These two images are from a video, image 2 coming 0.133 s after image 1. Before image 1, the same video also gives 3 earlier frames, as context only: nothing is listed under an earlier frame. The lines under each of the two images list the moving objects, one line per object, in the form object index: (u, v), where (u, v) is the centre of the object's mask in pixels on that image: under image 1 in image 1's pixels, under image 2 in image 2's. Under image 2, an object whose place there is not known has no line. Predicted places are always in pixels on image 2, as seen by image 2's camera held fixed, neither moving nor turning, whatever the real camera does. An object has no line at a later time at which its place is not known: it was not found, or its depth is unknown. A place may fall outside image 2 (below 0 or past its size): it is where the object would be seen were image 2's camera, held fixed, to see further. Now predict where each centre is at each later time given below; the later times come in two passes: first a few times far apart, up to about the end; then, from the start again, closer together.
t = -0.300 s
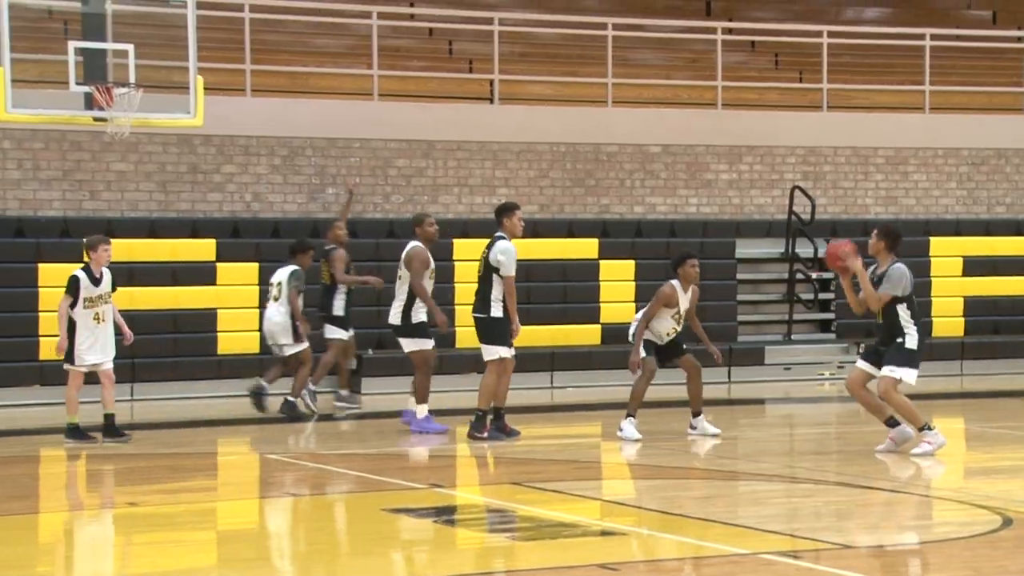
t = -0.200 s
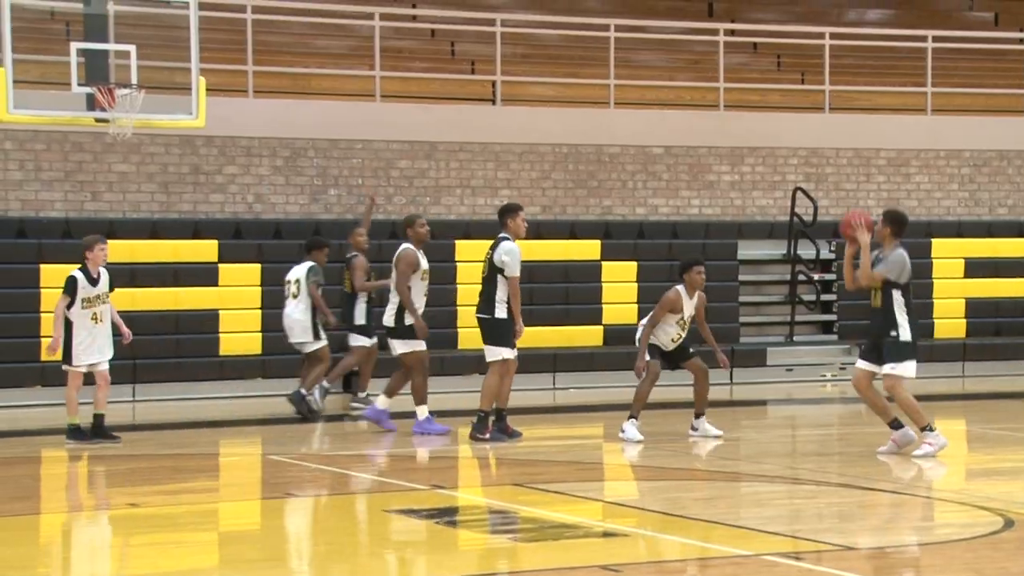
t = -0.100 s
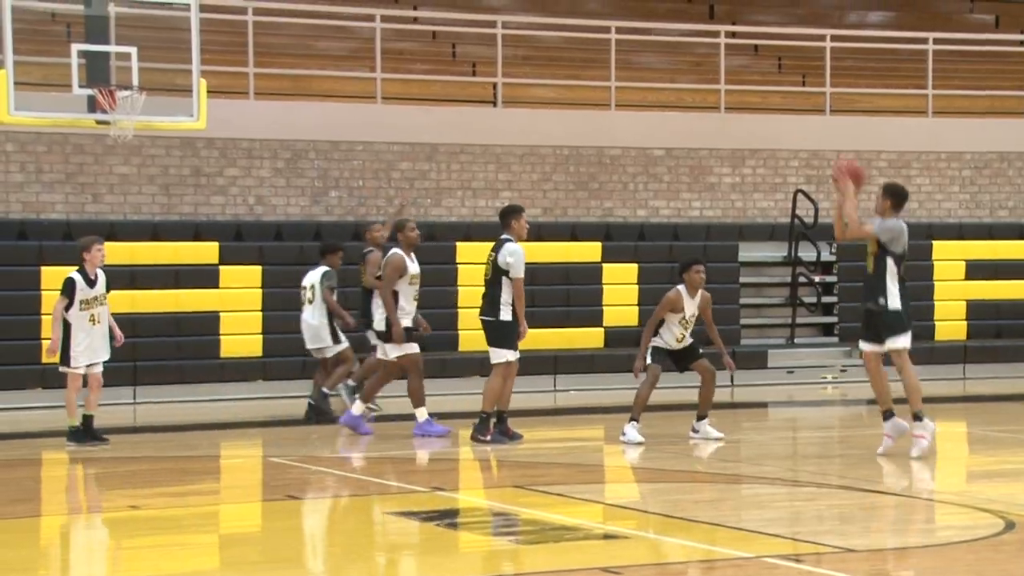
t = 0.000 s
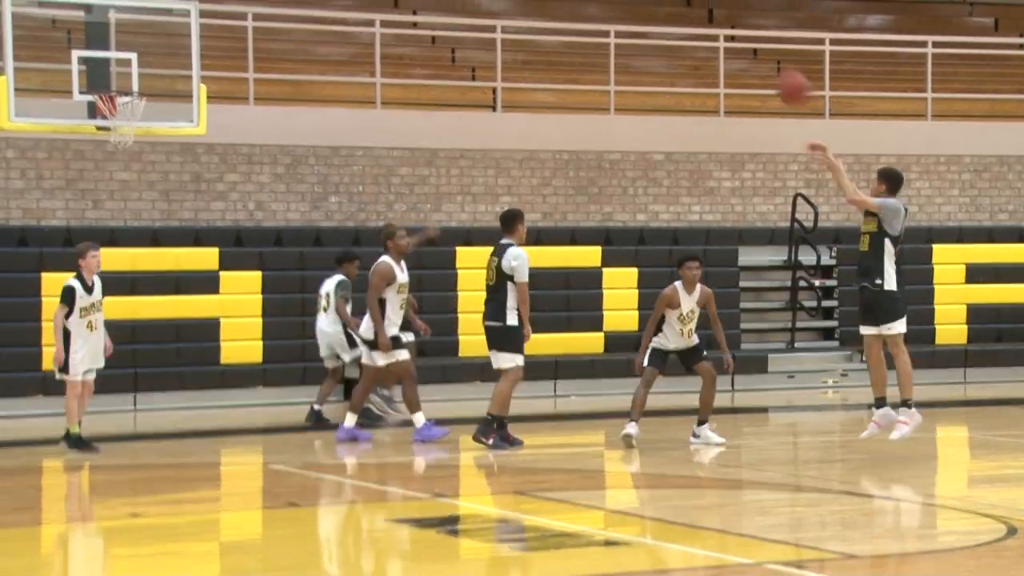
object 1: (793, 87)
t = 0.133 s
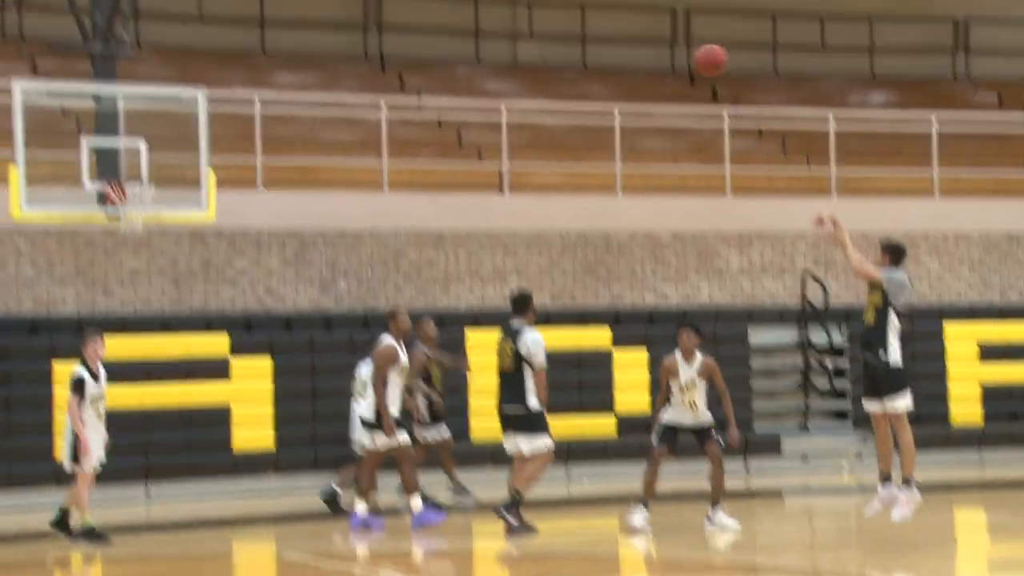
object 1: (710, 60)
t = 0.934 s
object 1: (294, -58)
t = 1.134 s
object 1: (211, 21)
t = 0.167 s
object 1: (689, 38)
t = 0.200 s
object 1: (668, 18)
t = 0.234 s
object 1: (647, -1)
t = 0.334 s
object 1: (590, -40)
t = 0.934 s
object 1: (294, -58)
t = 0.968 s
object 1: (280, -51)
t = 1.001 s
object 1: (266, -39)
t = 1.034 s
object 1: (251, -26)
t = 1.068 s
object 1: (238, -10)
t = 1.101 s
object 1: (225, 5)
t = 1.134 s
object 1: (211, 21)
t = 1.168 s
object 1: (197, 37)
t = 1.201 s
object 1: (184, 56)
